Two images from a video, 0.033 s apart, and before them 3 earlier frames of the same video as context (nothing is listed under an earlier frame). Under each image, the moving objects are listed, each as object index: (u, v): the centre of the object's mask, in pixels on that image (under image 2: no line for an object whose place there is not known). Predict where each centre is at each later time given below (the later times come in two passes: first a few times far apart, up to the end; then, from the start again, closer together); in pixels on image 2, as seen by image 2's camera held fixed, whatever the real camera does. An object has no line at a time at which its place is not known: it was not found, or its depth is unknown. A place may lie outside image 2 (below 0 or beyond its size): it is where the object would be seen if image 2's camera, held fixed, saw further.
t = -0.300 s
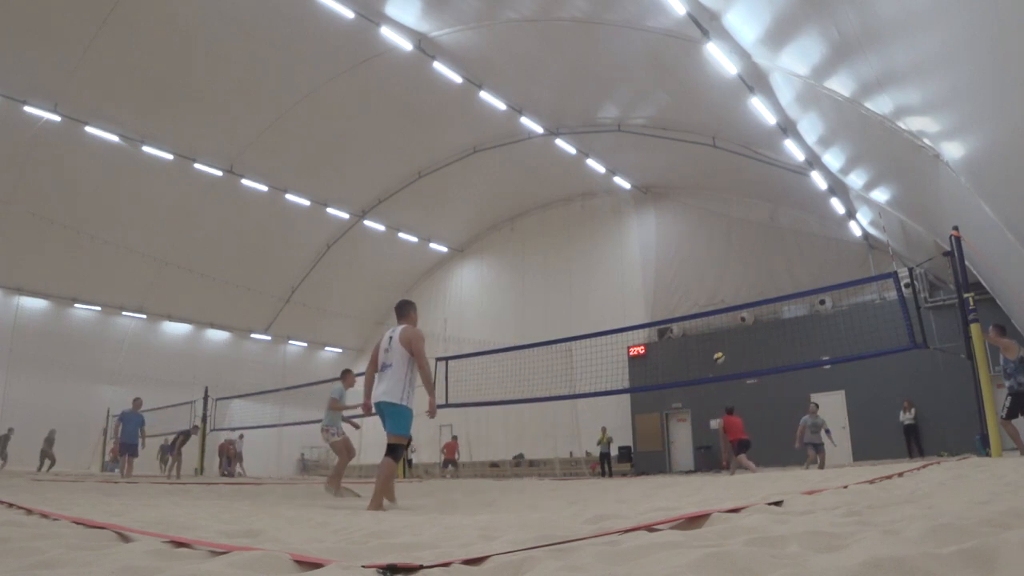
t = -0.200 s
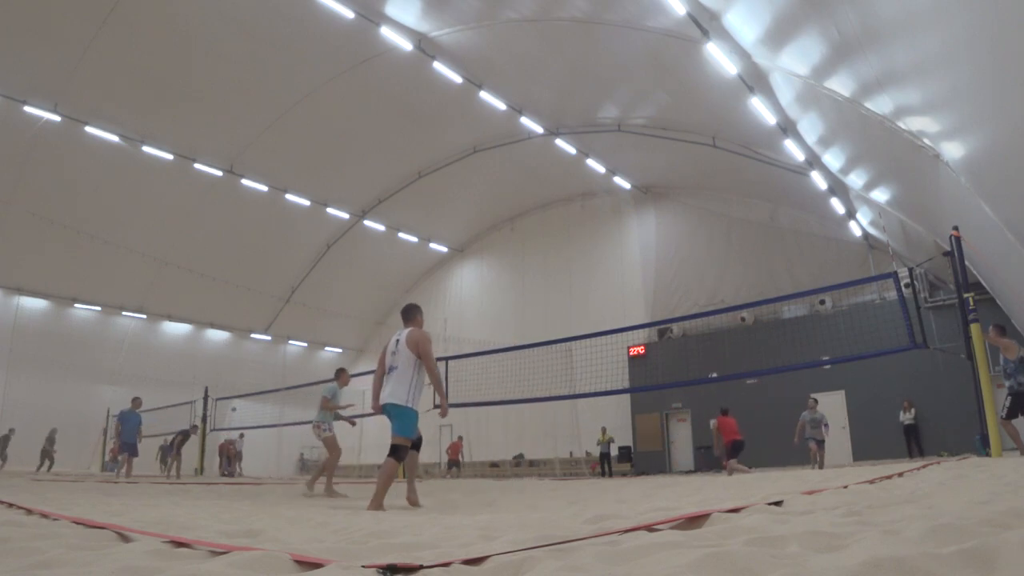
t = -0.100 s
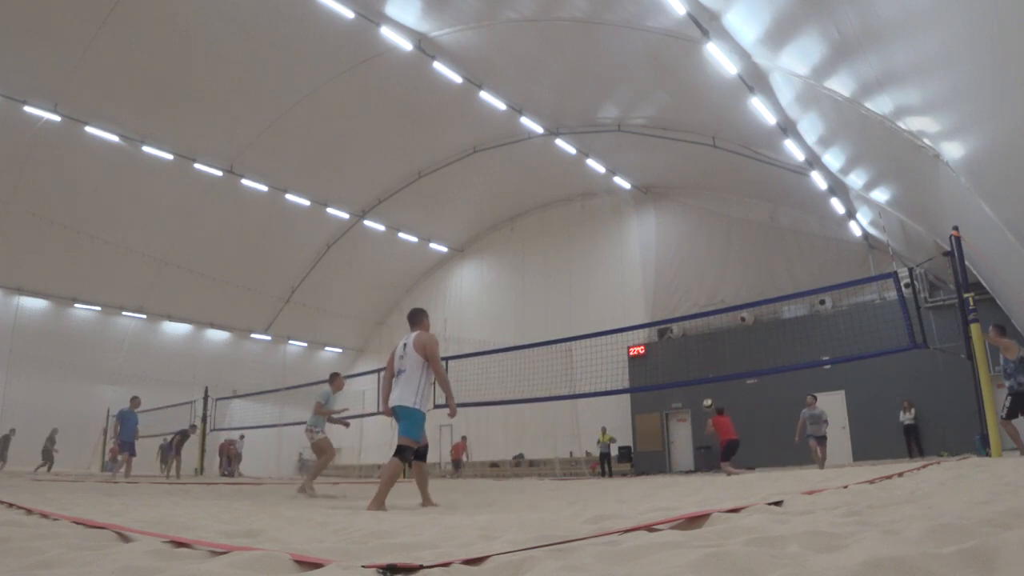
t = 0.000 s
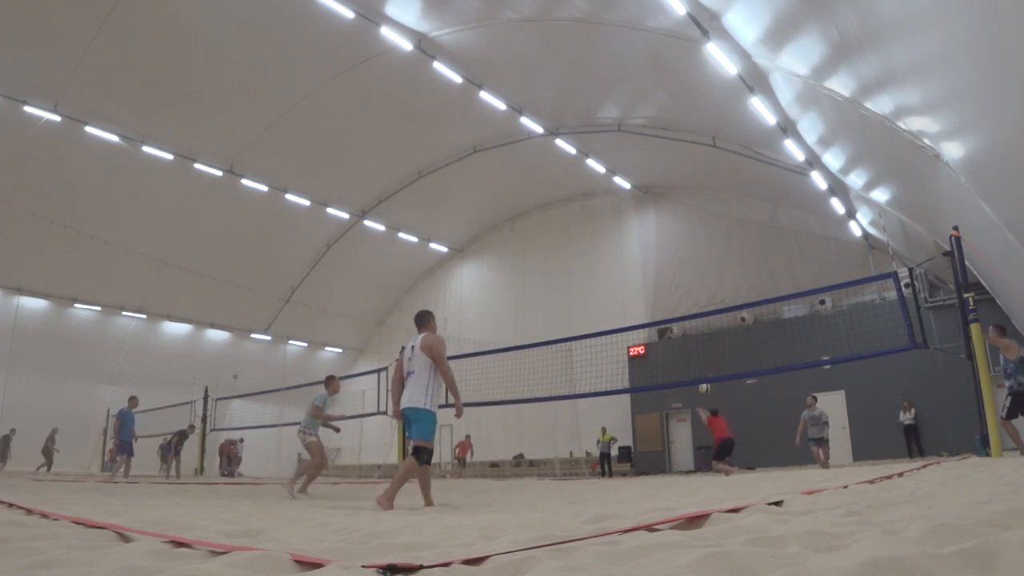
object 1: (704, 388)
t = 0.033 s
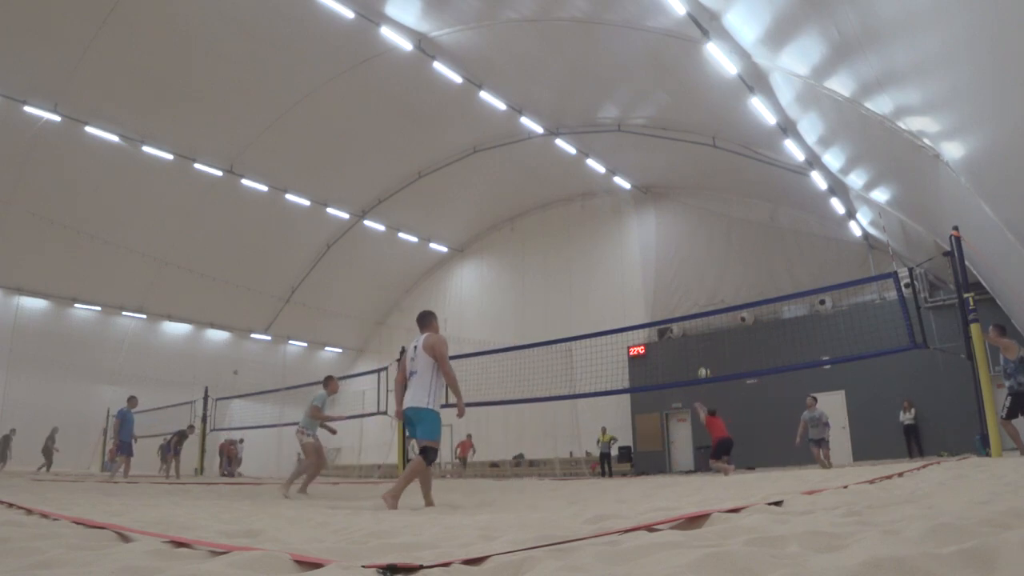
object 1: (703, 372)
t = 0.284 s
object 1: (700, 280)
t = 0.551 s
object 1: (700, 220)
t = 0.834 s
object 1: (704, 191)
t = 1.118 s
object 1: (713, 199)
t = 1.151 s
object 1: (714, 204)
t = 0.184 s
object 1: (702, 309)
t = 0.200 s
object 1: (702, 307)
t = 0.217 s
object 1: (702, 301)
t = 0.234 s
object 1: (701, 296)
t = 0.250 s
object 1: (701, 290)
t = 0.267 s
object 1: (700, 284)
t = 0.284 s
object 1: (700, 280)
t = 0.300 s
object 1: (700, 276)
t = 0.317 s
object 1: (701, 271)
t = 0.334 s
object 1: (700, 266)
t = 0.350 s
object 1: (701, 262)
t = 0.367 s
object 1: (701, 258)
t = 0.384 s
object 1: (700, 253)
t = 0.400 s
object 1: (700, 249)
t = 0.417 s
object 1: (700, 246)
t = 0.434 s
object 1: (700, 242)
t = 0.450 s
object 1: (700, 238)
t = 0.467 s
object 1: (700, 235)
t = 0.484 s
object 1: (700, 232)
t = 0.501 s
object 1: (699, 228)
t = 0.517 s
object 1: (700, 225)
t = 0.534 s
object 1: (700, 222)
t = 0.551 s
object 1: (700, 220)
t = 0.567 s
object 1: (701, 217)
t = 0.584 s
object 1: (701, 215)
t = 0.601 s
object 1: (700, 211)
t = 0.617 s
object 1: (701, 209)
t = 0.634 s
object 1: (701, 207)
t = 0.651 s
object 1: (701, 205)
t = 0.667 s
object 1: (702, 203)
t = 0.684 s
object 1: (702, 202)
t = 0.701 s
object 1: (702, 200)
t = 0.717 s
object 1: (702, 198)
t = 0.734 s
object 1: (702, 197)
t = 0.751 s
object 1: (702, 196)
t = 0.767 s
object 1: (703, 195)
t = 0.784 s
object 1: (703, 194)
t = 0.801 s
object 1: (703, 193)
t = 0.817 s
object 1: (704, 192)
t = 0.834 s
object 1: (704, 191)
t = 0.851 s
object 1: (705, 191)
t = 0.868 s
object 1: (705, 190)
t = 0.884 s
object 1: (706, 190)
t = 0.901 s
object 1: (706, 190)
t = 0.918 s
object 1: (706, 190)
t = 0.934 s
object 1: (707, 189)
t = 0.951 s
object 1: (707, 189)
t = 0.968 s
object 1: (707, 190)
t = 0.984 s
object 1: (708, 191)
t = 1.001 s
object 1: (709, 191)
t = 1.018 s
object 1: (709, 192)
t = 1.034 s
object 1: (710, 193)
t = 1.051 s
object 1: (710, 194)
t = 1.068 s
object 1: (711, 195)
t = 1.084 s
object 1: (712, 197)
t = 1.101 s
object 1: (712, 198)
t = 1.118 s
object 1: (713, 199)
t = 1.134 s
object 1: (714, 202)
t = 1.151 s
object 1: (714, 204)
